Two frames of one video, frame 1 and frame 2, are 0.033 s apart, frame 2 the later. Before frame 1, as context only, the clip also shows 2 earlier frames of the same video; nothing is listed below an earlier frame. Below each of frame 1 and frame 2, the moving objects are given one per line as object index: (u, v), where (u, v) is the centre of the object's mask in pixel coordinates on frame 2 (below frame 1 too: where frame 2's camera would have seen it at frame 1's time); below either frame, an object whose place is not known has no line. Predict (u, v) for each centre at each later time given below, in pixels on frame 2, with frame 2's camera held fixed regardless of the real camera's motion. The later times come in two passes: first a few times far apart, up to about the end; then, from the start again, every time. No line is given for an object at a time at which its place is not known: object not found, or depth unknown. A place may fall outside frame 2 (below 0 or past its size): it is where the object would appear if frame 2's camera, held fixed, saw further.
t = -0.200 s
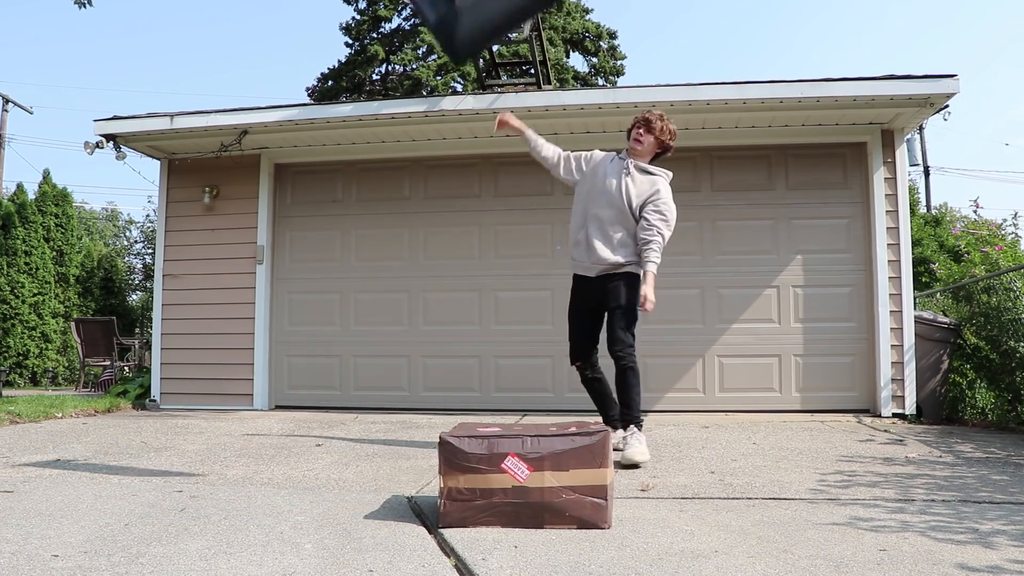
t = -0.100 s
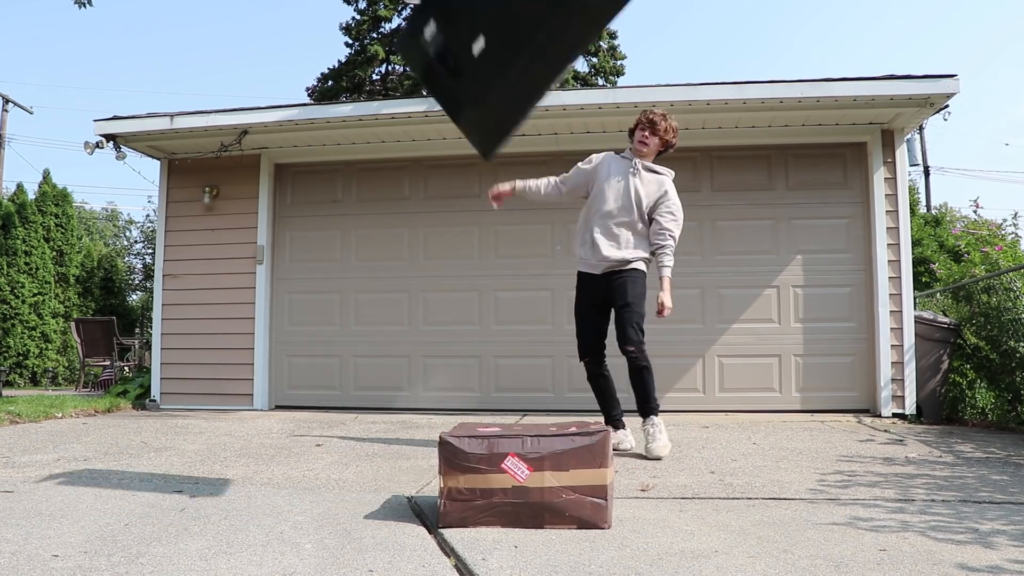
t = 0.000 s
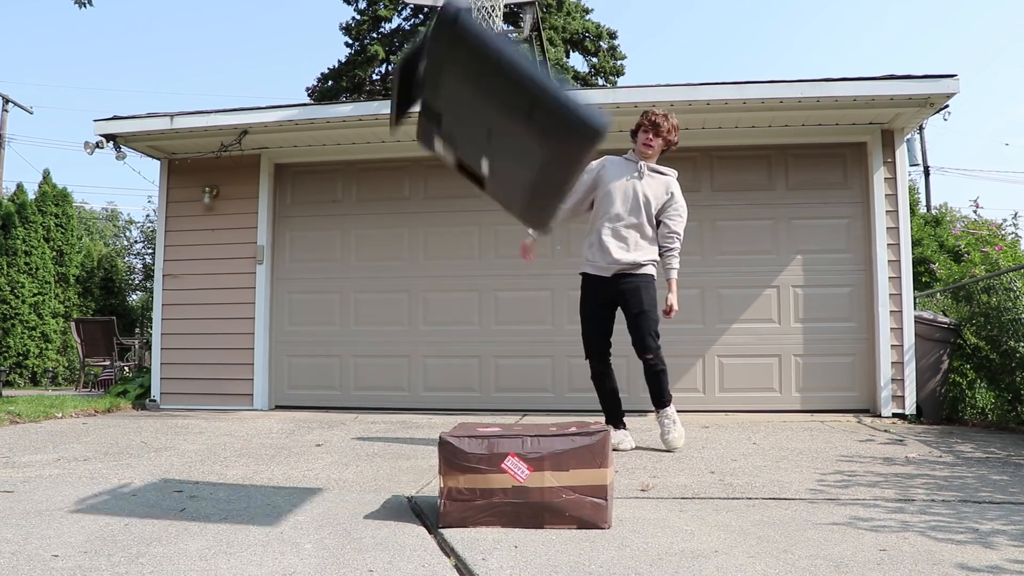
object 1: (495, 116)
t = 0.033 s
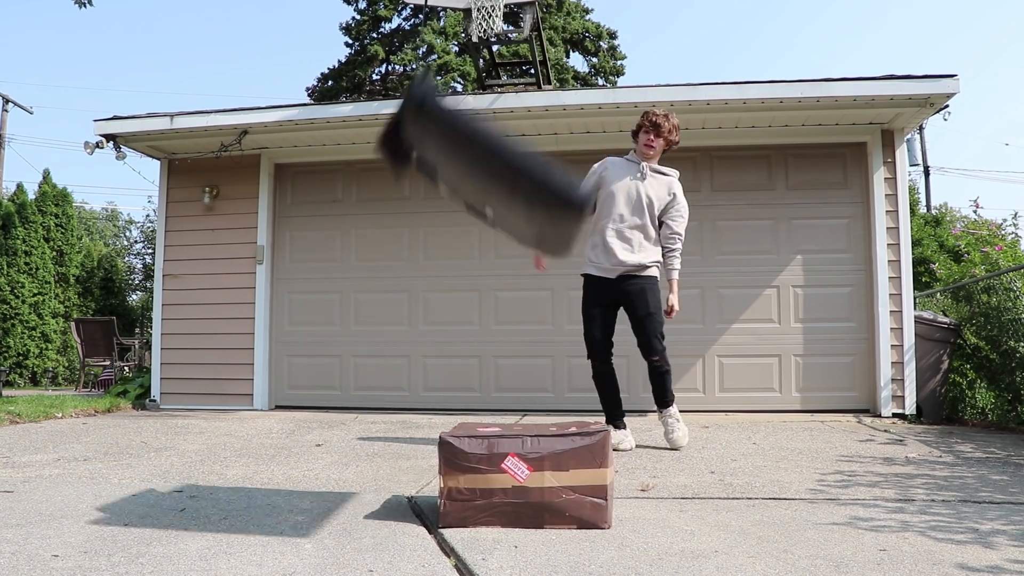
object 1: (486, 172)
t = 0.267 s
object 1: (457, 500)
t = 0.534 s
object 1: (433, 530)
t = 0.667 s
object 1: (430, 529)
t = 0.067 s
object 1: (465, 232)
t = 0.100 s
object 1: (476, 313)
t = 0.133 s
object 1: (476, 399)
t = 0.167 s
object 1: (469, 470)
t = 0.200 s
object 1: (459, 504)
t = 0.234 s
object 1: (461, 505)
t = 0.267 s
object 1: (457, 500)
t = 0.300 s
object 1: (453, 495)
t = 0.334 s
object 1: (450, 494)
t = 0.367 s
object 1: (446, 495)
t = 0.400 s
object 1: (444, 498)
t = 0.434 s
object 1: (441, 504)
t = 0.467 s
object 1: (437, 512)
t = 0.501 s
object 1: (434, 524)
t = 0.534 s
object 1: (433, 530)
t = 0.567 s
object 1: (431, 528)
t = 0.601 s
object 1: (431, 526)
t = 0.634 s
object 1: (431, 527)
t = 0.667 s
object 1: (430, 529)
